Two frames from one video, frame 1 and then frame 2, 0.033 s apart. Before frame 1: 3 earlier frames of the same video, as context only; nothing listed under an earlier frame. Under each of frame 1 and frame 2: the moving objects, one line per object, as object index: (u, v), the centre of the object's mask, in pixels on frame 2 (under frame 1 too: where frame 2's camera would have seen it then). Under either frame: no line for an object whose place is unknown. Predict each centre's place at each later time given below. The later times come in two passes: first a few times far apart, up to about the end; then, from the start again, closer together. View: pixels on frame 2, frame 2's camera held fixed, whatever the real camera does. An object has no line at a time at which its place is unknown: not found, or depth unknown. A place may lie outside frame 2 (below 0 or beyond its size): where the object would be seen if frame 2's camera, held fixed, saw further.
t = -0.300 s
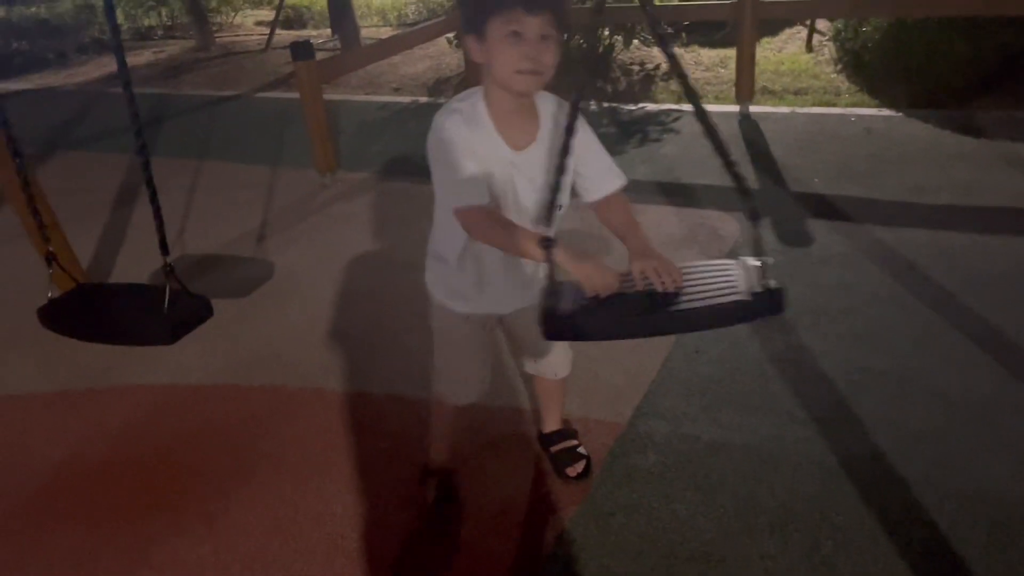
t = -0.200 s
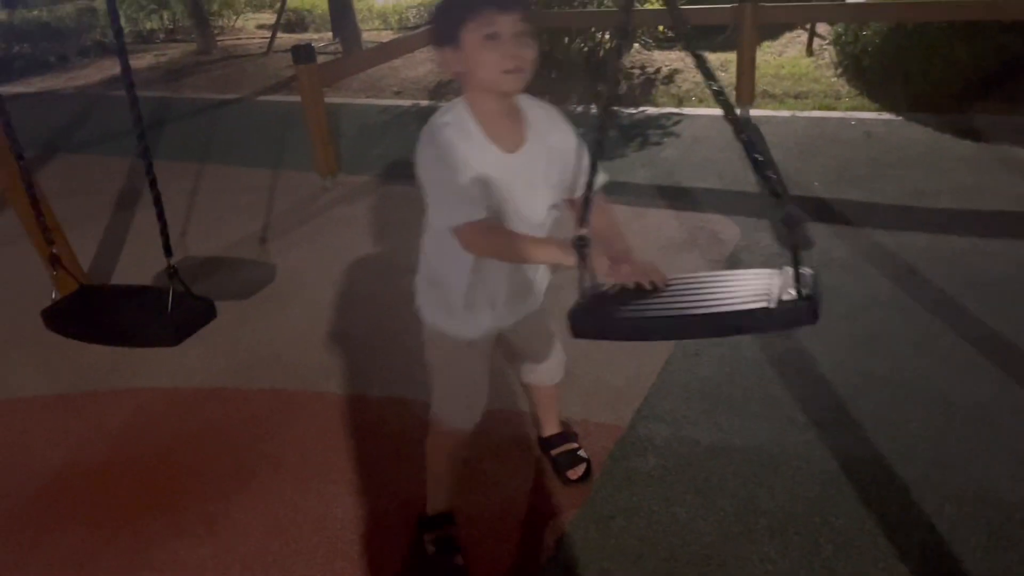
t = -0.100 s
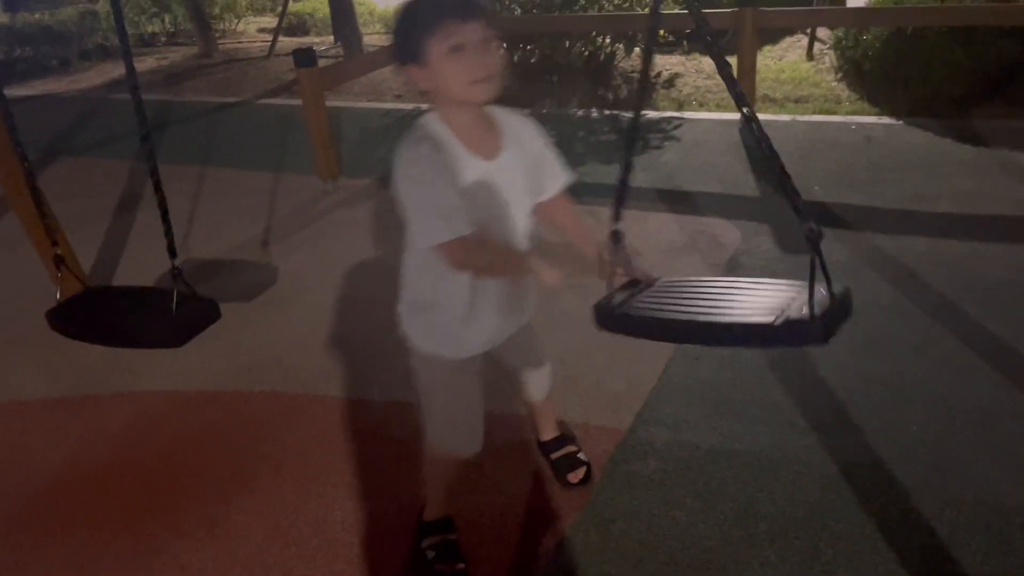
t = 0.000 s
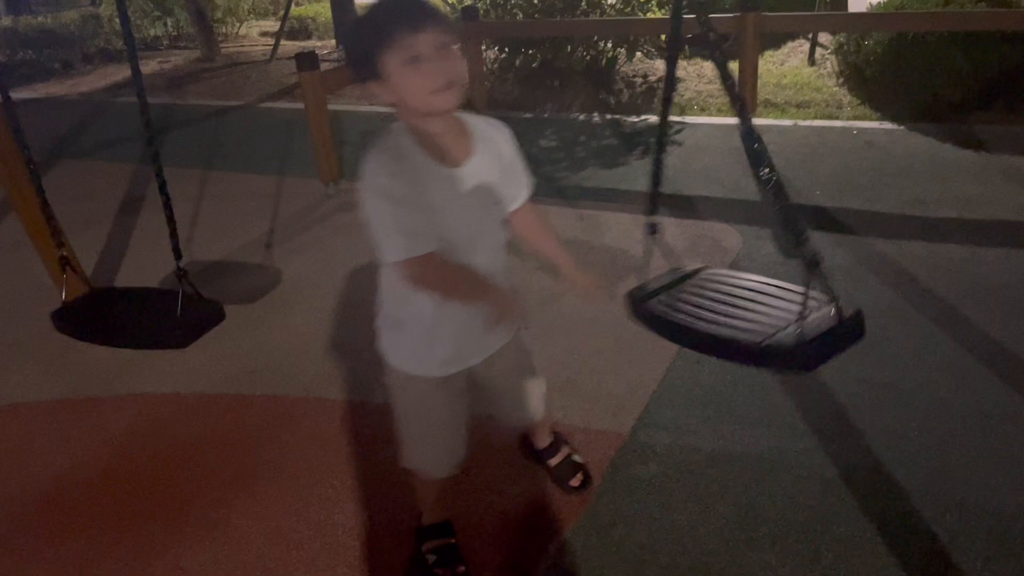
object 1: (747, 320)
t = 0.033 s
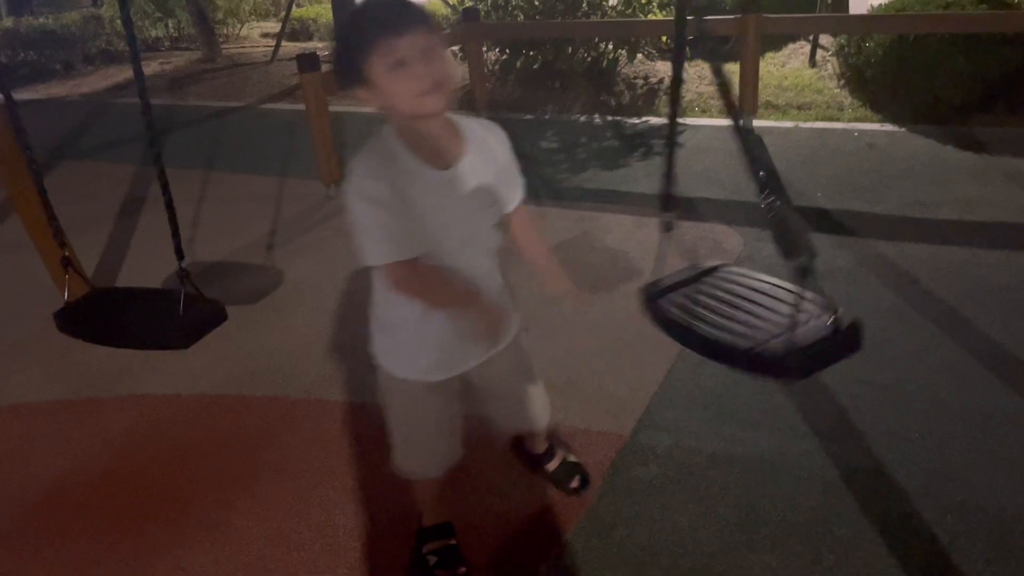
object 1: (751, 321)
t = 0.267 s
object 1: (735, 332)
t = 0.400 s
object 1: (712, 340)
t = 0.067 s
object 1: (754, 322)
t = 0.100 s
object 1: (754, 325)
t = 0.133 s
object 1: (752, 326)
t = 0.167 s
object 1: (749, 329)
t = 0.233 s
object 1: (741, 331)
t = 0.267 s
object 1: (735, 332)
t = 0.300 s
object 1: (731, 332)
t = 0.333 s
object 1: (725, 335)
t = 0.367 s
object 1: (719, 338)
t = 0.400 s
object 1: (712, 340)
